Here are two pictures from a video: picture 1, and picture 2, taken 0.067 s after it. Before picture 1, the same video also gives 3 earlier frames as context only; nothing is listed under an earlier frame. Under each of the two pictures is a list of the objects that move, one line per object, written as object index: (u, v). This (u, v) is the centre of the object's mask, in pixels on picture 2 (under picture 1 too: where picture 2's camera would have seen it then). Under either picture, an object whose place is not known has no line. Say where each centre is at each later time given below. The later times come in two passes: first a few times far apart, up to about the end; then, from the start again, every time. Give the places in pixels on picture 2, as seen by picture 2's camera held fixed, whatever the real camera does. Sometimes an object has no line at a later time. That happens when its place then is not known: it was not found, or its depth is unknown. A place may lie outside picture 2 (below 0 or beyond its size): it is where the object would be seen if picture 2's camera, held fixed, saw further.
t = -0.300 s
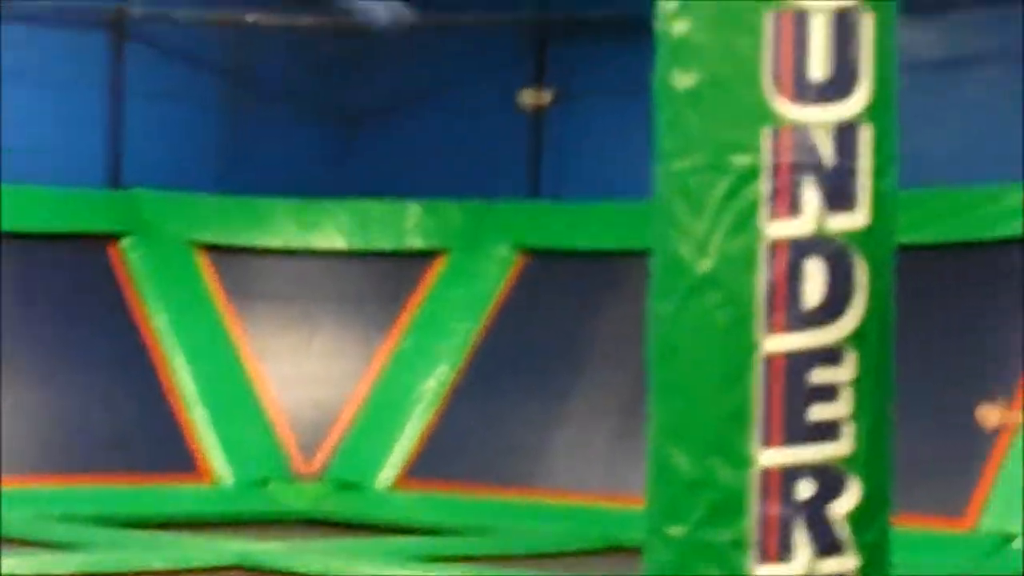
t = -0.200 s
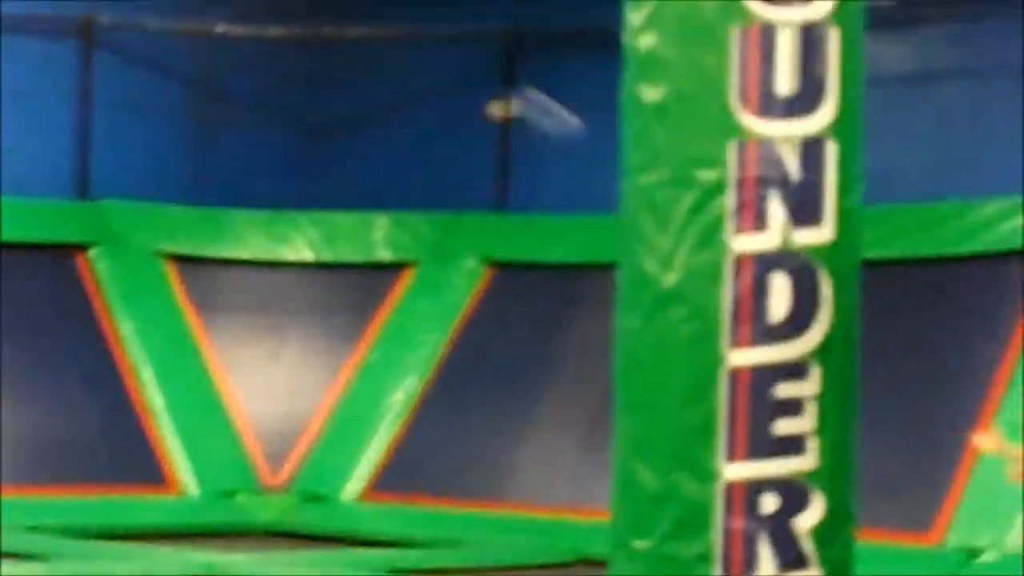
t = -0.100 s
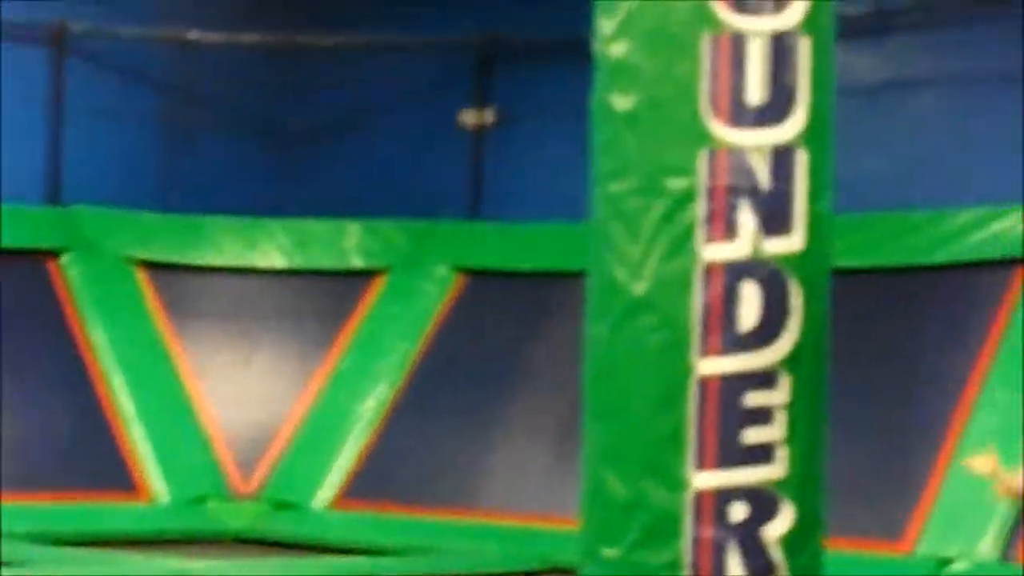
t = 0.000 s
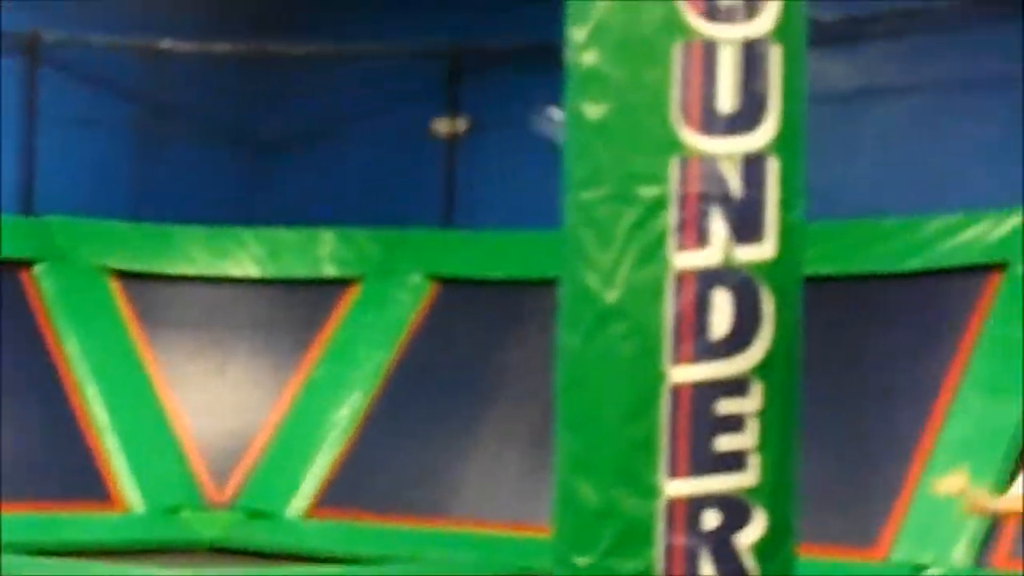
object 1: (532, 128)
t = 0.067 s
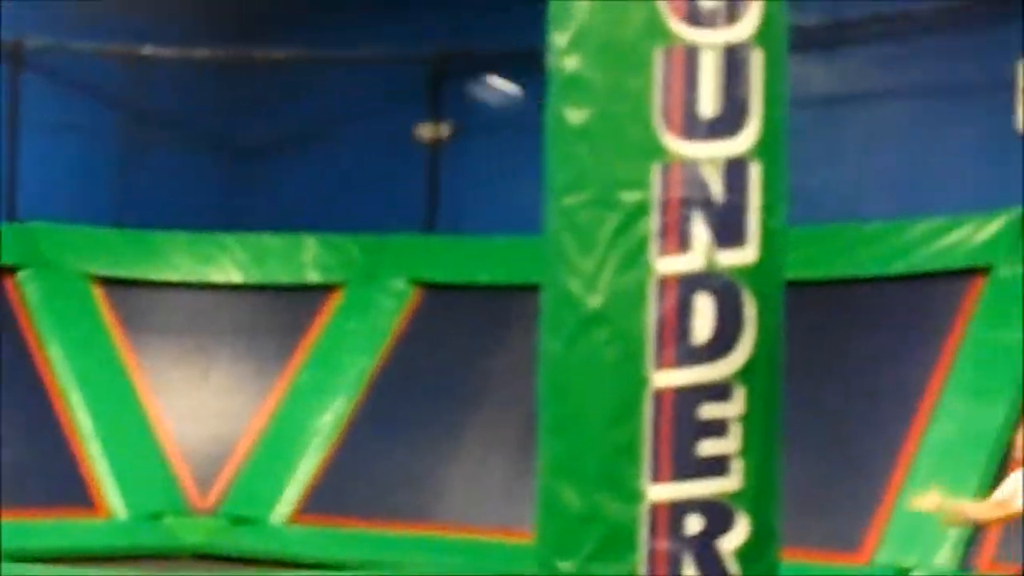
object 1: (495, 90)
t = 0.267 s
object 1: (368, 40)
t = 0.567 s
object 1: (216, 113)
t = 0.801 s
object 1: (122, 255)
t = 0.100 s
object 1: (473, 75)
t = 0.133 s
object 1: (449, 64)
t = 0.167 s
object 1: (430, 56)
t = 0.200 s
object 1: (408, 47)
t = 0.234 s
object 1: (389, 43)
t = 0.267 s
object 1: (368, 40)
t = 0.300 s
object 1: (349, 40)
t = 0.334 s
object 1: (331, 42)
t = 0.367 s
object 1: (313, 47)
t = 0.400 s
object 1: (295, 54)
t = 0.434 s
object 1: (278, 61)
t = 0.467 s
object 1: (262, 72)
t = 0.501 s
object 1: (247, 84)
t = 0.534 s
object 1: (232, 97)
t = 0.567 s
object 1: (216, 113)
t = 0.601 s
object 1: (202, 129)
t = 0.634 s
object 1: (188, 145)
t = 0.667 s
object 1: (174, 163)
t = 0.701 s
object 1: (160, 184)
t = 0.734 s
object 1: (147, 206)
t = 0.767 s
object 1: (135, 228)
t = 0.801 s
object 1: (122, 255)
